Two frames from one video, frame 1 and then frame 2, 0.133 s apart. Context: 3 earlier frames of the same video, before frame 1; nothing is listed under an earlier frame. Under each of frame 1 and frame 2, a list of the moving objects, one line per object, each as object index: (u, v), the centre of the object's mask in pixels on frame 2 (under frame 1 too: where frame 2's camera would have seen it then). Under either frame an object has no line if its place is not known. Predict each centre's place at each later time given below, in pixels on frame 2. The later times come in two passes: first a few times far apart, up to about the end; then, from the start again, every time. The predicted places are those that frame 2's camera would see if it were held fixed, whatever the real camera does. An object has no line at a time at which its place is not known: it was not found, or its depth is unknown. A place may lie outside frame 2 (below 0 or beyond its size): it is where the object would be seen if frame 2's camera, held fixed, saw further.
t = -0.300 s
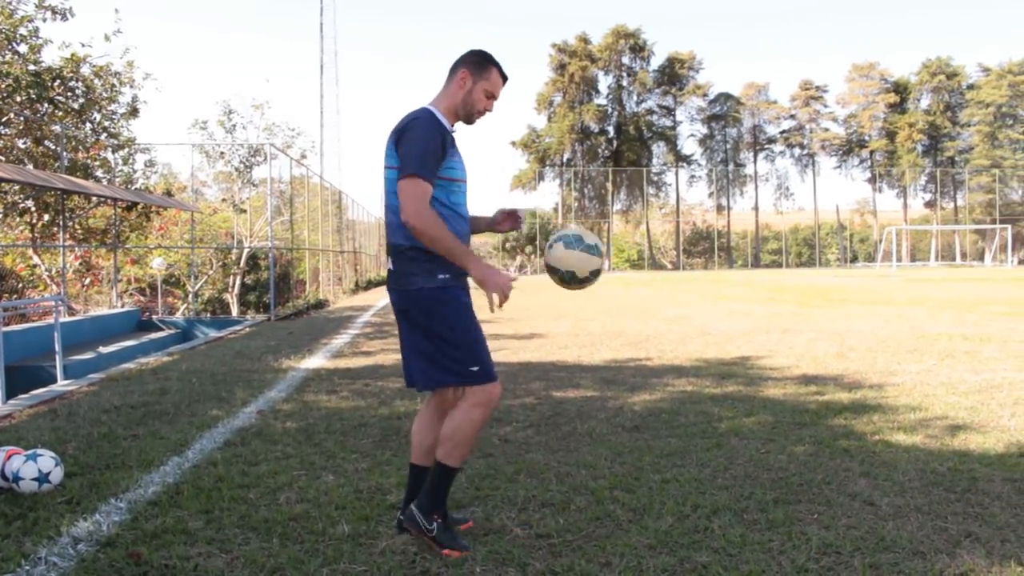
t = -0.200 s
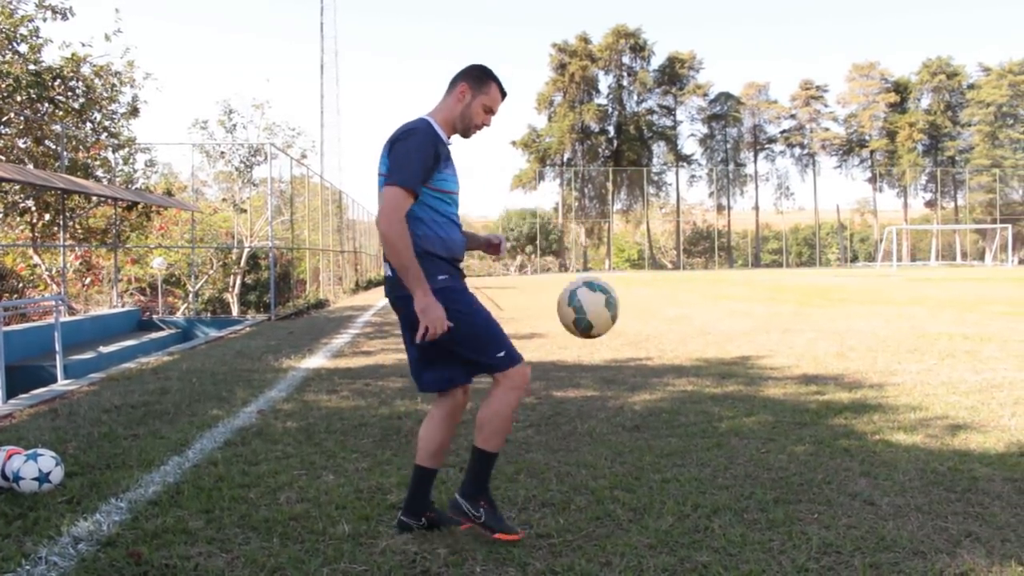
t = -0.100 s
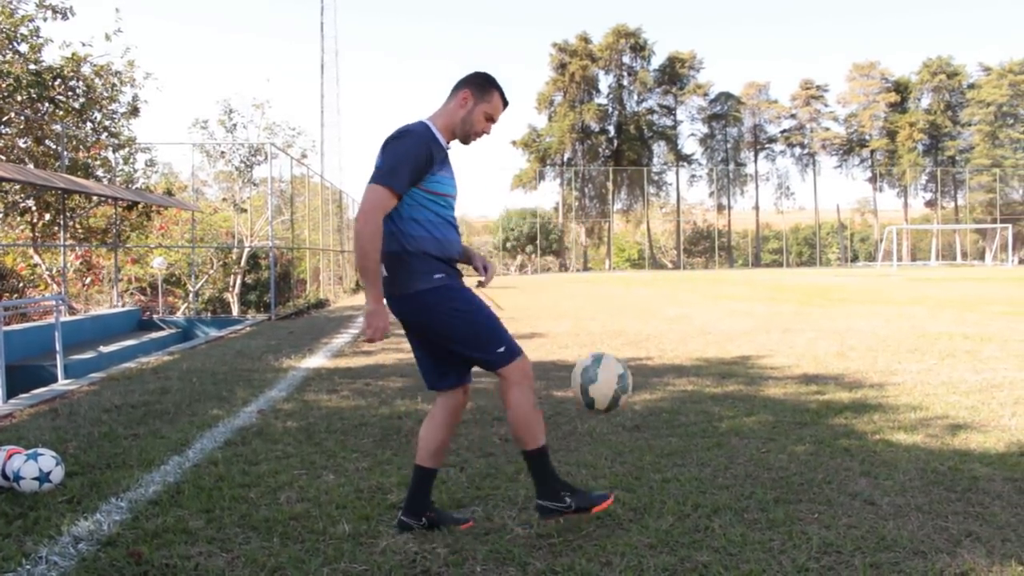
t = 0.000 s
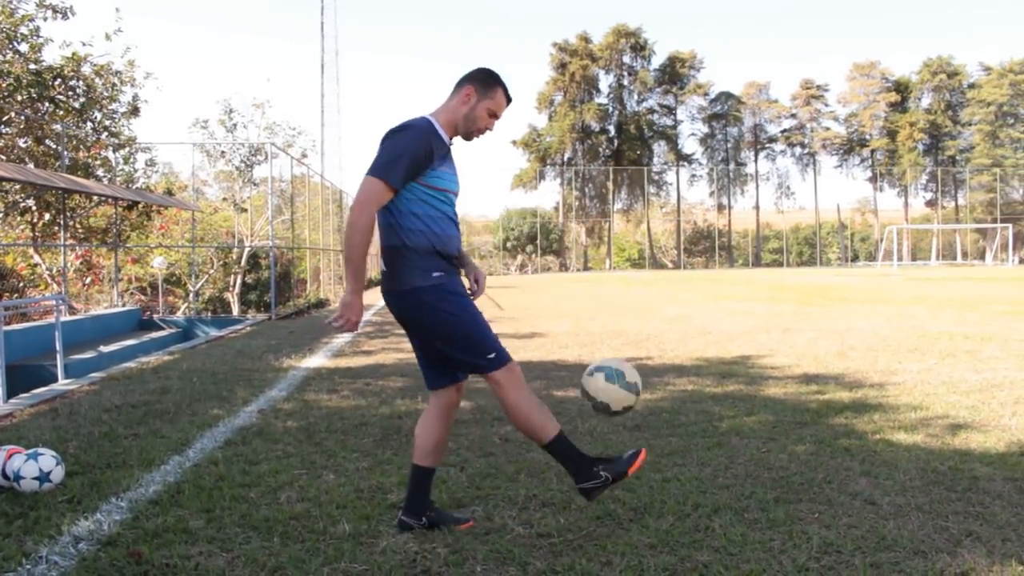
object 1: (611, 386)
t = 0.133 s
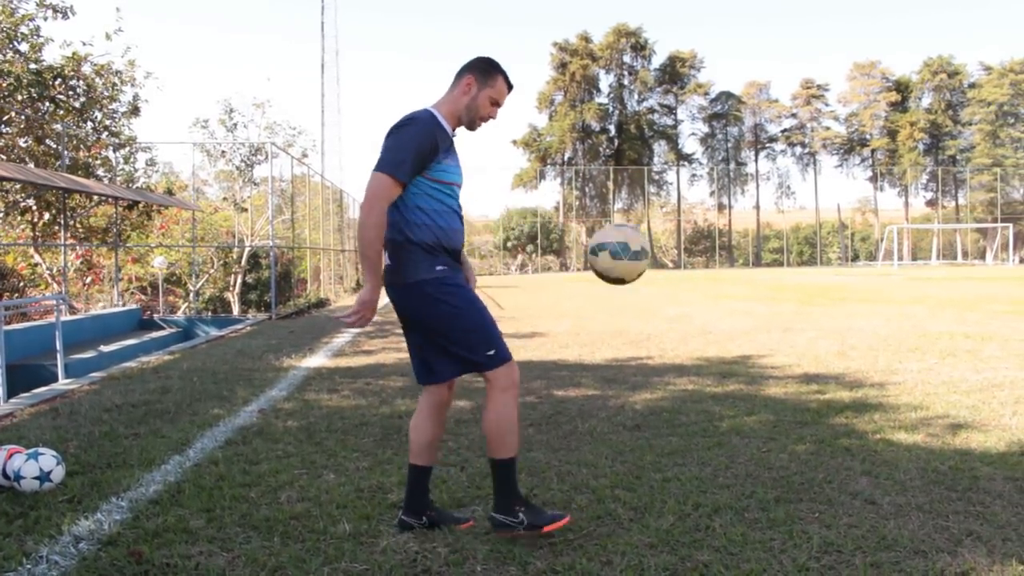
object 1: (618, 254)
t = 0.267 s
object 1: (626, 163)
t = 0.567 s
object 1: (640, 140)
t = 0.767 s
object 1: (650, 283)
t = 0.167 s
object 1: (620, 226)
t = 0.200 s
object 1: (622, 202)
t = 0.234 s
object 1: (624, 181)
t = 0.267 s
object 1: (626, 163)
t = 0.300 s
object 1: (627, 148)
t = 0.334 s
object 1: (629, 136)
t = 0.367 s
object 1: (630, 128)
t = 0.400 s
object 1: (632, 122)
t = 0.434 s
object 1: (633, 119)
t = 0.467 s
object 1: (634, 119)
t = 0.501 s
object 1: (636, 123)
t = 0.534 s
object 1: (637, 130)
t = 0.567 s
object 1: (640, 140)
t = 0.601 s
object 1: (642, 154)
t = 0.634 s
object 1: (643, 172)
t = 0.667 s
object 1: (645, 194)
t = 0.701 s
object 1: (647, 220)
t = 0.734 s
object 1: (649, 249)
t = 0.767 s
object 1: (650, 283)
